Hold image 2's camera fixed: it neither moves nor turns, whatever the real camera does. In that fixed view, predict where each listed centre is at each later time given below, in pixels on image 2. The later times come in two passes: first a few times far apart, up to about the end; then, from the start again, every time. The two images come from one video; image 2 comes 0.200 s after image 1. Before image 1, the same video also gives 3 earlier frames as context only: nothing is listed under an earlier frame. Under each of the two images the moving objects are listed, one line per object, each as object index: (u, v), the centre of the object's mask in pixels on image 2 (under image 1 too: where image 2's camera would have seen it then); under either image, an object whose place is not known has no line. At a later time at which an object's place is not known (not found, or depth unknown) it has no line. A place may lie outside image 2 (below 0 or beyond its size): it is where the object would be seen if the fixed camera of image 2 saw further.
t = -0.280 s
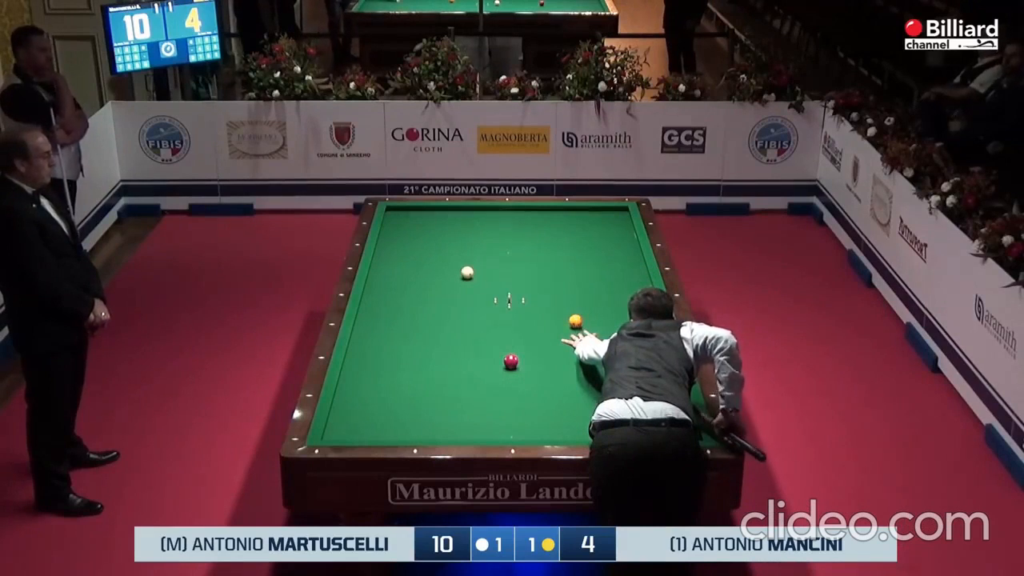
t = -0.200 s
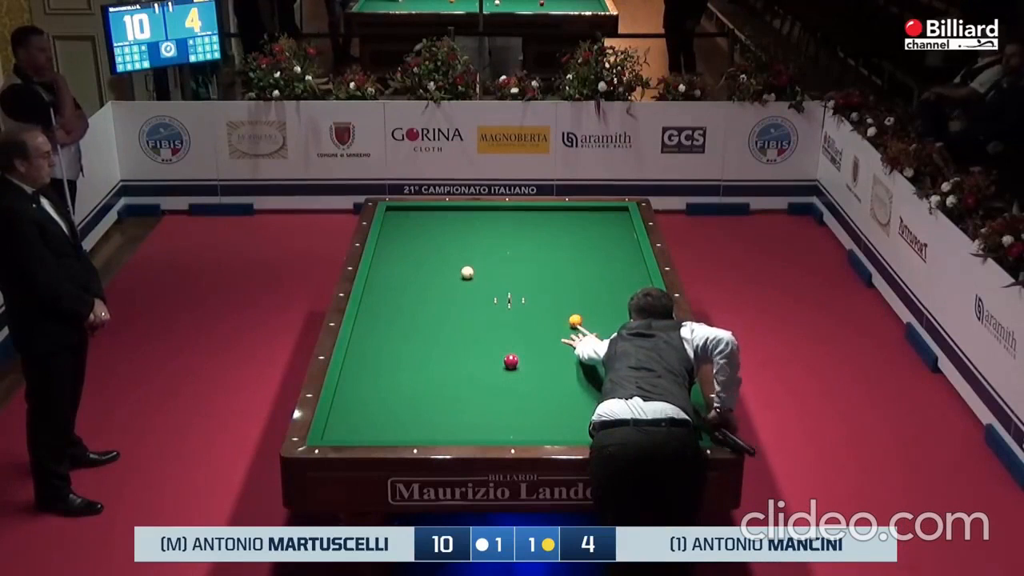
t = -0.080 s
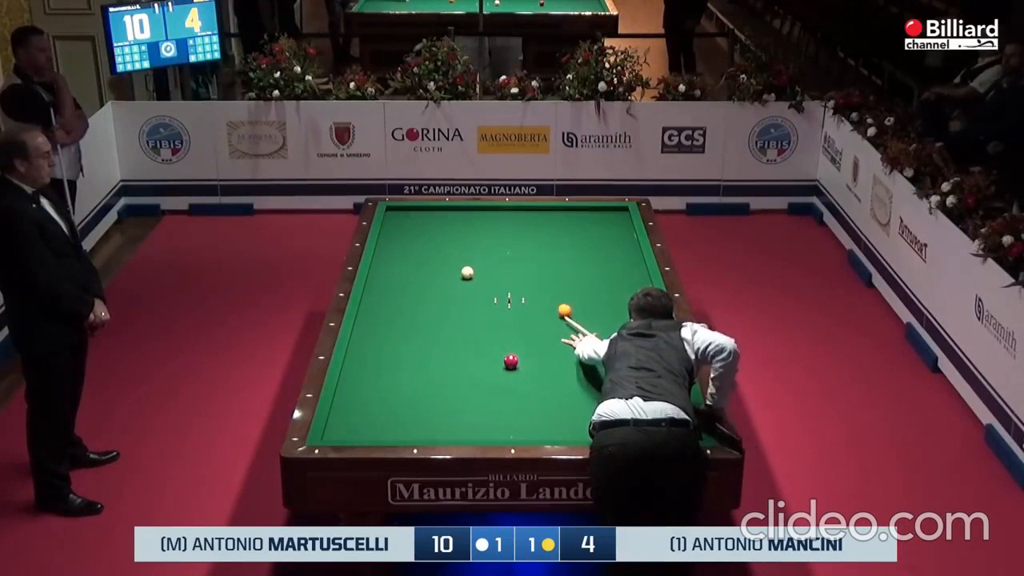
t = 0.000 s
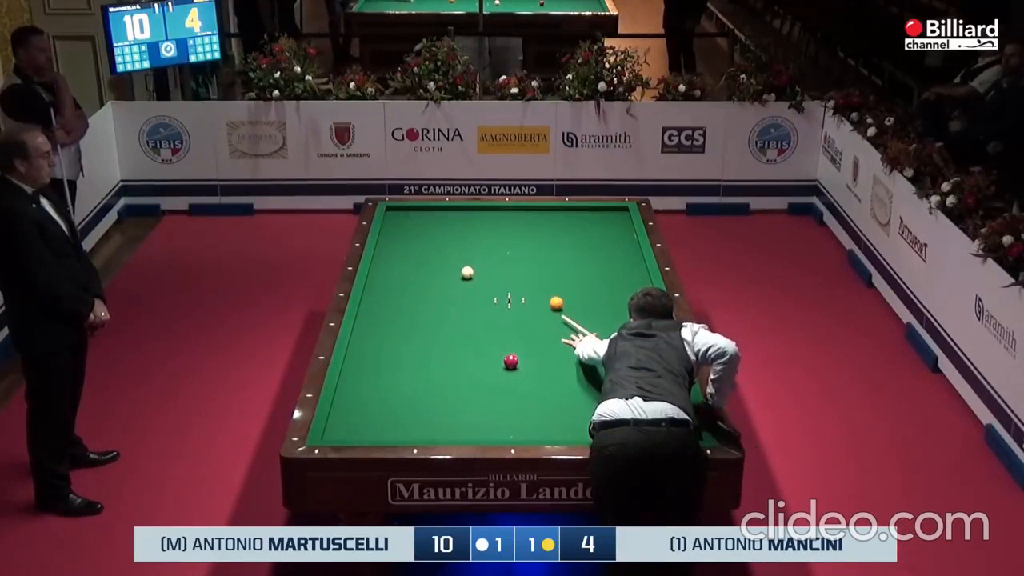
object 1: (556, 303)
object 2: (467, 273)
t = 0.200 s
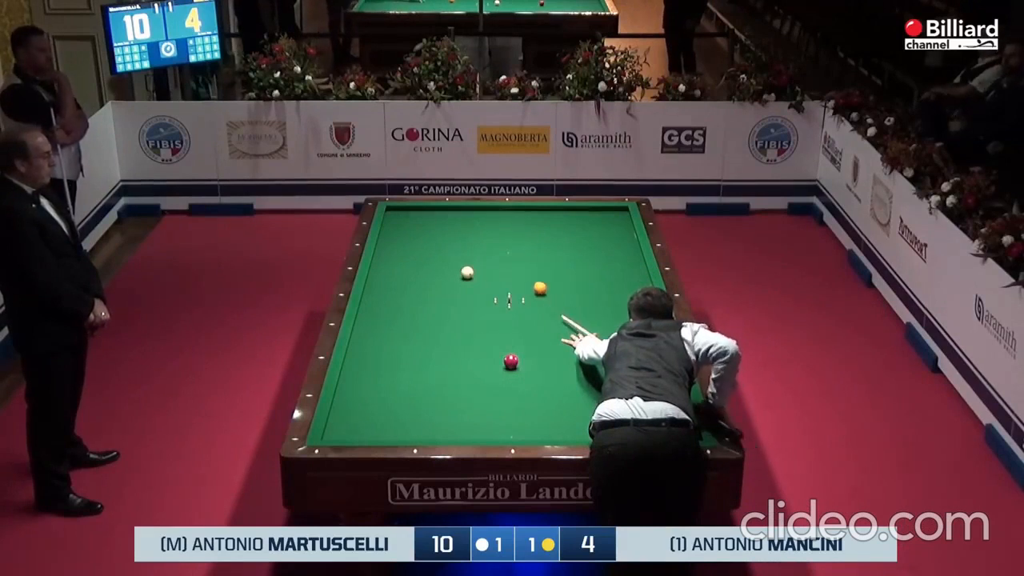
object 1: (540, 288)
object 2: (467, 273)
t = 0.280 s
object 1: (534, 283)
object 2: (467, 273)
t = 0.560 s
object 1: (513, 265)
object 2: (467, 272)
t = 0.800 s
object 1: (497, 251)
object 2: (467, 273)
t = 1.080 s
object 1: (480, 235)
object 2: (467, 273)
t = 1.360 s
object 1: (464, 221)
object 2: (467, 273)
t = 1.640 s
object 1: (449, 208)
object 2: (467, 273)
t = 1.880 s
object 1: (429, 214)
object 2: (467, 273)
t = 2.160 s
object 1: (405, 222)
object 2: (467, 273)
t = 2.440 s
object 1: (389, 229)
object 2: (467, 272)
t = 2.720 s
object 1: (400, 236)
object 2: (467, 273)
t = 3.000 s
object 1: (412, 243)
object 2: (467, 273)
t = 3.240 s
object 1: (422, 250)
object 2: (467, 273)
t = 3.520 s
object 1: (434, 257)
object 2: (467, 273)
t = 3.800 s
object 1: (446, 264)
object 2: (467, 273)
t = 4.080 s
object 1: (456, 270)
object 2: (468, 273)
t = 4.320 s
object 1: (456, 273)
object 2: (478, 276)
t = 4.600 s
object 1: (456, 277)
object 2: (488, 279)
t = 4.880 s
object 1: (455, 280)
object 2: (498, 282)
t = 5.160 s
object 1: (455, 283)
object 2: (507, 285)
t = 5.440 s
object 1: (455, 285)
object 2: (516, 287)
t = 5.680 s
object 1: (456, 287)
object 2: (524, 289)
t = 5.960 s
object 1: (455, 289)
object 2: (532, 292)
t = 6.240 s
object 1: (457, 291)
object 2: (540, 294)
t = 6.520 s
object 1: (456, 293)
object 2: (547, 296)
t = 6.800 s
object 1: (456, 294)
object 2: (554, 298)
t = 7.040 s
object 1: (457, 295)
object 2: (560, 300)
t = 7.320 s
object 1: (457, 296)
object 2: (566, 302)
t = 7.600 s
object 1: (457, 297)
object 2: (571, 303)
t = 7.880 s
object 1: (457, 297)
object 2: (576, 304)
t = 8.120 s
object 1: (457, 297)
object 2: (580, 306)
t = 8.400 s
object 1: (457, 297)
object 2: (584, 307)
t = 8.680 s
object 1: (457, 297)
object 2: (586, 307)
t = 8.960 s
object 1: (457, 297)
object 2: (589, 308)
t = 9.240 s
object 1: (457, 297)
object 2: (591, 309)
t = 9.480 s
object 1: (457, 297)
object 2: (592, 309)
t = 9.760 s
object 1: (457, 297)
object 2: (593, 309)
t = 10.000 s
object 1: (457, 297)
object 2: (593, 310)
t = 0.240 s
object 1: (537, 285)
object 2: (467, 273)
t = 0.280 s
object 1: (534, 283)
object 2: (467, 273)
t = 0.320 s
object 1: (531, 280)
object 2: (467, 273)
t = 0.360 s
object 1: (528, 277)
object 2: (467, 273)
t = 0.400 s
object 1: (525, 275)
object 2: (467, 272)
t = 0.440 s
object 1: (522, 272)
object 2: (467, 273)
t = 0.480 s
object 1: (519, 270)
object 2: (467, 272)
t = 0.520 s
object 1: (516, 267)
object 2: (467, 272)
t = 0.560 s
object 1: (513, 265)
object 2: (467, 272)
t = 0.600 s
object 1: (511, 262)
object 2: (467, 272)
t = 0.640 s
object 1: (508, 260)
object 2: (467, 273)
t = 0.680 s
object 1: (505, 258)
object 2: (467, 273)
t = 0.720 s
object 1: (502, 255)
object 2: (467, 273)
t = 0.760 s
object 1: (500, 253)
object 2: (467, 273)
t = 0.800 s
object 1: (497, 251)
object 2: (467, 273)
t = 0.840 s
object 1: (495, 249)
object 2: (467, 273)
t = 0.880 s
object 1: (492, 246)
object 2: (467, 273)
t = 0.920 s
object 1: (490, 244)
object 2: (467, 273)
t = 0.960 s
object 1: (487, 242)
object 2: (467, 273)
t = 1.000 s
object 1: (485, 239)
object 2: (467, 273)
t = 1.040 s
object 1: (482, 238)
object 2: (467, 273)
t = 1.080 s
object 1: (480, 235)
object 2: (467, 273)
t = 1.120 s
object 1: (478, 233)
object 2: (467, 273)
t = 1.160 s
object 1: (475, 231)
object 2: (467, 273)
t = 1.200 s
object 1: (473, 229)
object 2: (467, 273)
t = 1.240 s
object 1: (471, 227)
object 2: (467, 273)
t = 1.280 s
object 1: (468, 225)
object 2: (467, 273)
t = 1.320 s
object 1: (467, 223)
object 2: (467, 273)
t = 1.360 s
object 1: (464, 221)
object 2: (467, 273)
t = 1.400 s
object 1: (462, 219)
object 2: (467, 273)
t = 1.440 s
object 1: (460, 217)
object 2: (467, 273)
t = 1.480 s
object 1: (458, 216)
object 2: (467, 273)
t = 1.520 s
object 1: (456, 214)
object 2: (467, 273)
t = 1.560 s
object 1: (453, 212)
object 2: (467, 273)
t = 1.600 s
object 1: (452, 210)
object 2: (467, 273)
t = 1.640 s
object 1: (449, 208)
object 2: (467, 273)
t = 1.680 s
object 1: (446, 209)
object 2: (467, 273)
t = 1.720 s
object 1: (442, 210)
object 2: (467, 273)
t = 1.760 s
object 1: (439, 211)
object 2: (467, 273)
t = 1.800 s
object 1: (436, 213)
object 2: (467, 273)
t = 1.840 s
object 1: (432, 214)
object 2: (467, 273)
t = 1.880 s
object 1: (429, 214)
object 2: (467, 273)
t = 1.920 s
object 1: (425, 216)
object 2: (467, 273)
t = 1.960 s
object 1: (422, 217)
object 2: (467, 273)
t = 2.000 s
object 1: (419, 218)
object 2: (467, 273)
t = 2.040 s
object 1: (415, 219)
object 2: (467, 273)
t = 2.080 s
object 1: (412, 220)
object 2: (467, 273)
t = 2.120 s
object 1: (408, 221)
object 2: (467, 273)
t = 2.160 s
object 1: (405, 222)
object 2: (467, 273)
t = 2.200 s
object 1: (402, 223)
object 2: (467, 273)
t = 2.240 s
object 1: (398, 224)
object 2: (467, 273)
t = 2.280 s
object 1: (394, 225)
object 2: (467, 272)
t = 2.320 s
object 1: (391, 226)
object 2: (467, 273)
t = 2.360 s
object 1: (388, 227)
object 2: (467, 272)
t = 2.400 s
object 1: (386, 228)
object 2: (467, 272)
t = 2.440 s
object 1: (389, 229)
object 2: (467, 272)
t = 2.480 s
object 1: (390, 230)
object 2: (467, 272)
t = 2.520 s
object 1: (392, 231)
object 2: (467, 273)
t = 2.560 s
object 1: (394, 232)
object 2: (467, 273)
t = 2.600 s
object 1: (395, 233)
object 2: (467, 273)
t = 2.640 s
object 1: (397, 234)
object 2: (467, 273)
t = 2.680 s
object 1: (399, 235)
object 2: (467, 273)
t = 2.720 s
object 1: (400, 236)
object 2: (467, 273)
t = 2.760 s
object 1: (402, 237)
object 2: (467, 273)
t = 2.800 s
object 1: (403, 238)
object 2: (467, 273)
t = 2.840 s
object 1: (405, 239)
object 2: (467, 273)
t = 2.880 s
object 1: (407, 240)
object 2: (467, 273)
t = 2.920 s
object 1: (408, 241)
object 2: (467, 273)
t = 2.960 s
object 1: (410, 242)
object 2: (467, 273)
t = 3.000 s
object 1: (412, 243)
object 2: (467, 273)
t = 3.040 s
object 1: (414, 244)
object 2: (467, 273)
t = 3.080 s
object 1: (415, 245)
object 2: (467, 273)
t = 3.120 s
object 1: (417, 246)
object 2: (467, 273)
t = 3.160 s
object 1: (419, 247)
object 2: (467, 273)
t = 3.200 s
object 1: (420, 249)
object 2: (467, 273)
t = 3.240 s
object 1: (422, 250)
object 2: (467, 273)
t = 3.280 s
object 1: (424, 251)
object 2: (467, 273)
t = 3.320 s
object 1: (425, 252)
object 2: (467, 273)
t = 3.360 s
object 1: (427, 253)
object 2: (467, 273)
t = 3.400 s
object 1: (429, 254)
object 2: (467, 273)
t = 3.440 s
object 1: (430, 255)
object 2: (467, 273)
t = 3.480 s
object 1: (432, 256)
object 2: (467, 273)
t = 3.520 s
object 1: (434, 257)
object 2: (467, 273)
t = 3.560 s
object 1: (435, 258)
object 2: (467, 273)
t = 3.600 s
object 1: (437, 259)
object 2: (467, 273)
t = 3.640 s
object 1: (439, 260)
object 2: (467, 273)
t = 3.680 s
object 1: (441, 261)
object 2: (467, 273)
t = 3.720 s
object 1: (442, 262)
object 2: (467, 273)
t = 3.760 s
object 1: (444, 263)
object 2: (467, 273)
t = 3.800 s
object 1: (446, 264)
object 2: (467, 273)
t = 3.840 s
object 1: (447, 265)
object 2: (467, 273)
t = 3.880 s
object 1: (449, 266)
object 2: (467, 273)
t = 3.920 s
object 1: (451, 267)
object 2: (467, 273)
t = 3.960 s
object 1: (453, 268)
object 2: (467, 273)
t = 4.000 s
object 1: (454, 269)
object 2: (467, 273)
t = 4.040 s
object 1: (456, 270)
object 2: (467, 272)
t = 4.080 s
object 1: (456, 270)
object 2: (468, 273)
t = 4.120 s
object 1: (456, 271)
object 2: (470, 273)
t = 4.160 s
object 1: (457, 272)
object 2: (472, 274)
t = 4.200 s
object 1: (456, 272)
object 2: (473, 275)
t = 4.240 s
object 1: (456, 273)
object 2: (475, 275)
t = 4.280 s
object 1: (456, 273)
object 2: (476, 275)
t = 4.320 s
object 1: (456, 273)
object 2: (478, 276)
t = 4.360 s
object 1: (456, 274)
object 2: (479, 276)
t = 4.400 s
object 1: (456, 274)
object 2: (481, 277)
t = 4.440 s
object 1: (456, 275)
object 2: (482, 277)
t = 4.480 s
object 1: (456, 275)
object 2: (483, 278)
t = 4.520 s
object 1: (456, 276)
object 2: (485, 278)
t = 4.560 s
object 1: (456, 276)
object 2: (486, 278)
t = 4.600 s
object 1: (456, 277)
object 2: (488, 279)
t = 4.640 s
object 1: (455, 277)
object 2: (489, 279)
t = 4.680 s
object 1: (455, 278)
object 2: (490, 280)
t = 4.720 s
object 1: (455, 278)
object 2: (492, 280)
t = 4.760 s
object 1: (455, 279)
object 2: (493, 281)
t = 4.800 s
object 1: (455, 279)
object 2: (495, 281)
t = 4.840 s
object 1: (455, 279)
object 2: (496, 281)
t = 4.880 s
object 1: (455, 280)
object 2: (498, 282)
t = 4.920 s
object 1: (455, 280)
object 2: (499, 282)
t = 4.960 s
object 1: (455, 280)
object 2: (500, 283)
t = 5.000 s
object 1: (455, 281)
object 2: (502, 283)
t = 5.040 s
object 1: (455, 281)
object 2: (503, 283)
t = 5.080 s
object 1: (455, 282)
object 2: (504, 284)
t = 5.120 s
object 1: (455, 282)
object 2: (506, 284)
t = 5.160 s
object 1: (455, 283)
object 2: (507, 285)
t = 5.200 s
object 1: (455, 283)
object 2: (508, 285)
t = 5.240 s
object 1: (455, 283)
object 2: (510, 285)
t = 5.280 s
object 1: (455, 284)
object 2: (511, 286)
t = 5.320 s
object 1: (455, 284)
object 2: (512, 286)
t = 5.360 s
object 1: (455, 284)
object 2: (514, 287)
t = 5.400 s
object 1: (455, 285)
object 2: (515, 287)
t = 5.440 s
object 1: (455, 285)
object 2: (516, 287)
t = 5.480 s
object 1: (455, 285)
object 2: (517, 288)
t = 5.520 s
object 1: (455, 286)
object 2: (519, 288)
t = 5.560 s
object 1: (455, 286)
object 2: (520, 288)
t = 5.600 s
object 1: (455, 286)
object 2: (521, 289)
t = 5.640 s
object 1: (455, 287)
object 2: (521, 289)
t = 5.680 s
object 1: (456, 287)
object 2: (524, 289)
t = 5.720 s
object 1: (455, 288)
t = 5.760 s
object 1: (456, 288)
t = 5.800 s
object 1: (456, 288)
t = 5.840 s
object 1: (456, 289)
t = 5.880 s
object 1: (456, 289)
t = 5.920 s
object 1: (456, 289)
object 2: (533, 291)
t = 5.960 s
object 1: (455, 289)
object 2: (532, 292)
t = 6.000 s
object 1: (452, 290)
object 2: (533, 292)
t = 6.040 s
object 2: (534, 292)
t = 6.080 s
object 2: (535, 293)
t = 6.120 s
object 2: (536, 293)
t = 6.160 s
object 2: (538, 293)
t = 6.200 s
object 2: (539, 294)
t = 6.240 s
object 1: (457, 291)
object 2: (540, 294)
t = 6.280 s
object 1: (457, 291)
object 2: (541, 294)
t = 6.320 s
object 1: (457, 291)
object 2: (542, 295)
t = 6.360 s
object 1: (457, 292)
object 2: (543, 295)
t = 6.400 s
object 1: (456, 292)
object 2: (544, 296)
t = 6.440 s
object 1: (457, 292)
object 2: (545, 296)
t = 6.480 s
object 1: (456, 292)
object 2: (546, 296)
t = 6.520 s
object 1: (456, 293)
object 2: (547, 296)
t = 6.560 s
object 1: (457, 293)
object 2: (548, 297)
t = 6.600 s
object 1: (456, 293)
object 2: (549, 297)
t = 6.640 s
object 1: (456, 293)
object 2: (550, 297)
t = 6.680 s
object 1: (456, 294)
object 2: (551, 297)
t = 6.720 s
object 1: (456, 294)
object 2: (552, 298)
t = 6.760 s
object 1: (456, 294)
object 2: (553, 298)
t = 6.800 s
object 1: (456, 294)
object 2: (554, 298)
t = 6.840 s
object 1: (456, 294)
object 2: (555, 299)
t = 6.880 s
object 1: (456, 294)
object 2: (556, 299)
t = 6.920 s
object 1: (457, 295)
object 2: (557, 299)
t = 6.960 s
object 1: (456, 295)
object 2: (558, 299)
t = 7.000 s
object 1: (456, 295)
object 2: (559, 300)
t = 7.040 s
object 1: (457, 295)
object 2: (560, 300)
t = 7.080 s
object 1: (457, 295)
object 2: (560, 300)
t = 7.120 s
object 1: (457, 295)
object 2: (561, 300)
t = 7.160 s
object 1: (457, 295)
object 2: (562, 301)
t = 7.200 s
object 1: (457, 295)
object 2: (563, 301)
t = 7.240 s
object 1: (457, 296)
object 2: (564, 301)
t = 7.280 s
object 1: (457, 296)
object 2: (565, 301)
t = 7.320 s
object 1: (457, 296)
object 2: (566, 302)
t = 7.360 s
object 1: (457, 296)
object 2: (566, 302)
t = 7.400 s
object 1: (456, 296)
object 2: (567, 302)
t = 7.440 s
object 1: (457, 296)
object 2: (568, 302)
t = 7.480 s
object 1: (457, 296)
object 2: (569, 302)
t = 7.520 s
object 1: (457, 297)
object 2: (570, 303)
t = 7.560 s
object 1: (457, 297)
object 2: (570, 303)
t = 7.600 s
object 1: (457, 297)
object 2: (571, 303)
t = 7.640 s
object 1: (456, 297)
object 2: (572, 303)
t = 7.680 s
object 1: (456, 297)
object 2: (573, 303)
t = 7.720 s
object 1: (457, 297)
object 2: (573, 304)
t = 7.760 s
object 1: (457, 297)
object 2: (574, 304)
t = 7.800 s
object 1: (457, 297)
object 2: (575, 304)
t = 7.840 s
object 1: (457, 297)
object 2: (575, 304)
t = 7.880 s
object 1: (457, 297)
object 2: (576, 304)
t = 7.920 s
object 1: (457, 297)
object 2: (577, 305)
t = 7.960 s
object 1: (457, 297)
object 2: (577, 305)
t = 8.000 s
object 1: (457, 297)
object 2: (578, 305)
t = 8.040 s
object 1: (457, 297)
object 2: (579, 305)
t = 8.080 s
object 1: (457, 297)
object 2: (579, 305)
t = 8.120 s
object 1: (457, 297)
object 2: (580, 306)
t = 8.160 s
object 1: (457, 297)
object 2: (580, 306)
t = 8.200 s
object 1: (457, 297)
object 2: (581, 306)
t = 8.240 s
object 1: (457, 297)
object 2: (581, 306)
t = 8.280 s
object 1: (457, 297)
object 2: (582, 306)
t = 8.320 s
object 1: (457, 297)
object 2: (582, 306)
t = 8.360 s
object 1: (457, 297)
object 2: (583, 306)
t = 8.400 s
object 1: (457, 297)
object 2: (584, 307)
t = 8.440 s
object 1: (457, 297)
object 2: (584, 307)
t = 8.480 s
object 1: (457, 297)
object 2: (584, 307)
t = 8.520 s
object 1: (457, 297)
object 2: (585, 307)
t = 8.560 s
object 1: (457, 297)
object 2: (585, 307)
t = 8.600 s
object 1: (457, 297)
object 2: (586, 307)
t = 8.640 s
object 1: (457, 297)
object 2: (586, 307)
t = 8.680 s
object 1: (457, 297)
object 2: (586, 307)
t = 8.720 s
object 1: (457, 297)
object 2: (587, 307)
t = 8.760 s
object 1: (457, 297)
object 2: (587, 308)
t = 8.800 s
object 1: (457, 297)
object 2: (588, 308)
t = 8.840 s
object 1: (457, 297)
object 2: (588, 308)
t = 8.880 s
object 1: (457, 297)
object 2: (589, 308)
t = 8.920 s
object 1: (457, 297)
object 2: (589, 308)
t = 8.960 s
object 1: (457, 297)
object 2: (589, 308)
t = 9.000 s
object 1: (457, 297)
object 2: (589, 308)
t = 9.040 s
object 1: (457, 297)
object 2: (590, 308)
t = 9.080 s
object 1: (457, 297)
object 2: (590, 308)
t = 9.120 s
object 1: (457, 297)
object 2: (590, 309)
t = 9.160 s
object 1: (457, 297)
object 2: (591, 309)
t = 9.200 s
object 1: (457, 297)
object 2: (591, 309)
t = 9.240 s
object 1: (457, 297)
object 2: (591, 309)
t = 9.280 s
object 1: (457, 297)
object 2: (591, 309)
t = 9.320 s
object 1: (457, 297)
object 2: (592, 309)
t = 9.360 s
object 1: (457, 297)
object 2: (592, 309)
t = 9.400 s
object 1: (457, 297)
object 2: (592, 309)
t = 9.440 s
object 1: (457, 297)
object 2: (592, 309)
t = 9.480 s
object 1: (457, 297)
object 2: (592, 309)
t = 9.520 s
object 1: (457, 297)
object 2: (593, 309)
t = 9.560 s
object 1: (457, 297)
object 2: (593, 309)
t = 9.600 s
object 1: (457, 297)
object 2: (593, 309)
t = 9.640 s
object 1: (457, 297)
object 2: (593, 309)
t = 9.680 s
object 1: (457, 297)
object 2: (593, 309)
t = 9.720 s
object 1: (457, 297)
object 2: (593, 309)
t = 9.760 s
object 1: (457, 297)
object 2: (593, 309)
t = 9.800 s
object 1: (457, 297)
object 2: (593, 310)
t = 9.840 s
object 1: (457, 297)
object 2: (593, 310)
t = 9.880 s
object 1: (457, 297)
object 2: (593, 310)
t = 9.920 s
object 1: (457, 297)
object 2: (593, 310)
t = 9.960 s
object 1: (457, 297)
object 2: (593, 310)
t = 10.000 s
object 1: (457, 297)
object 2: (593, 310)
